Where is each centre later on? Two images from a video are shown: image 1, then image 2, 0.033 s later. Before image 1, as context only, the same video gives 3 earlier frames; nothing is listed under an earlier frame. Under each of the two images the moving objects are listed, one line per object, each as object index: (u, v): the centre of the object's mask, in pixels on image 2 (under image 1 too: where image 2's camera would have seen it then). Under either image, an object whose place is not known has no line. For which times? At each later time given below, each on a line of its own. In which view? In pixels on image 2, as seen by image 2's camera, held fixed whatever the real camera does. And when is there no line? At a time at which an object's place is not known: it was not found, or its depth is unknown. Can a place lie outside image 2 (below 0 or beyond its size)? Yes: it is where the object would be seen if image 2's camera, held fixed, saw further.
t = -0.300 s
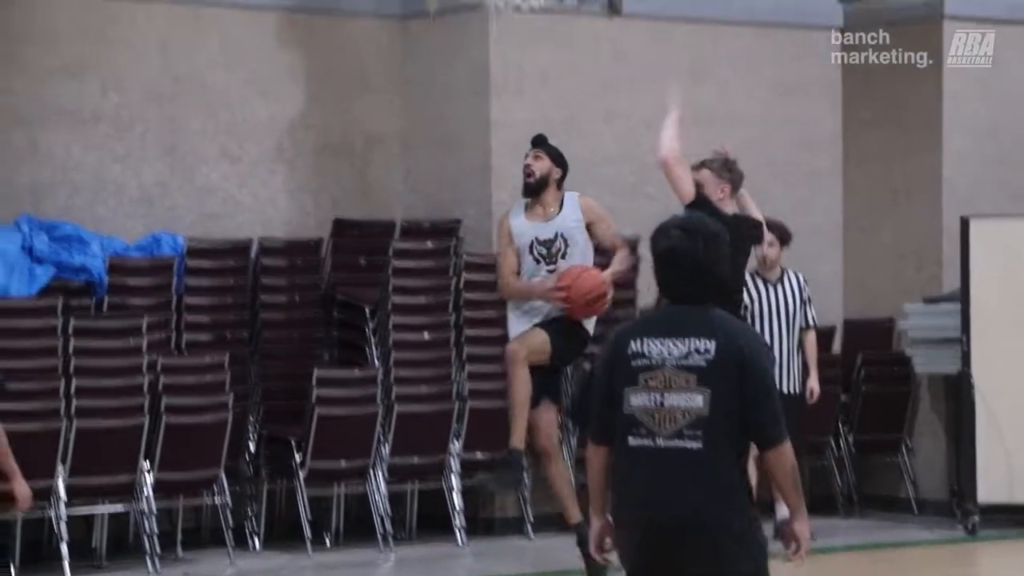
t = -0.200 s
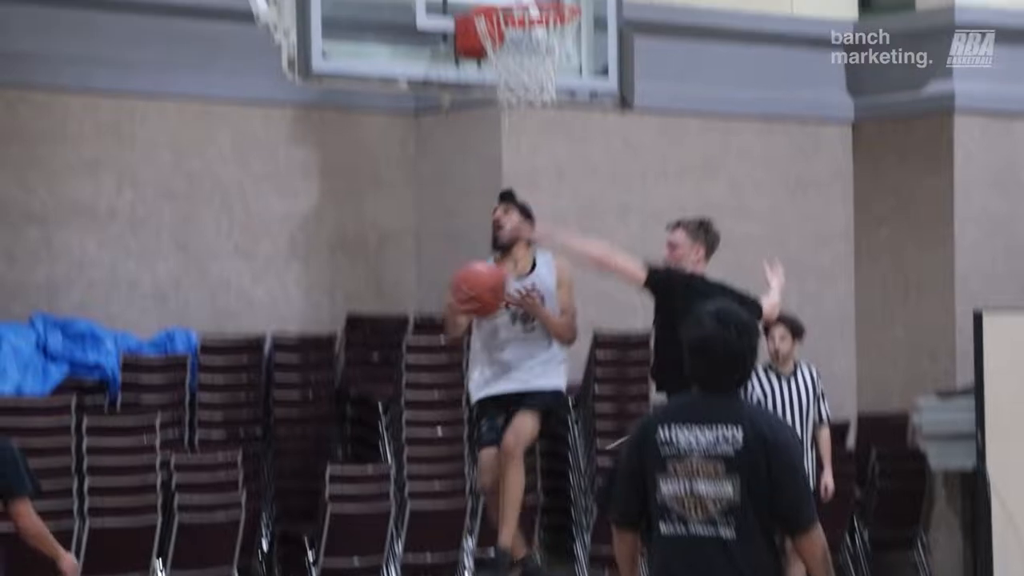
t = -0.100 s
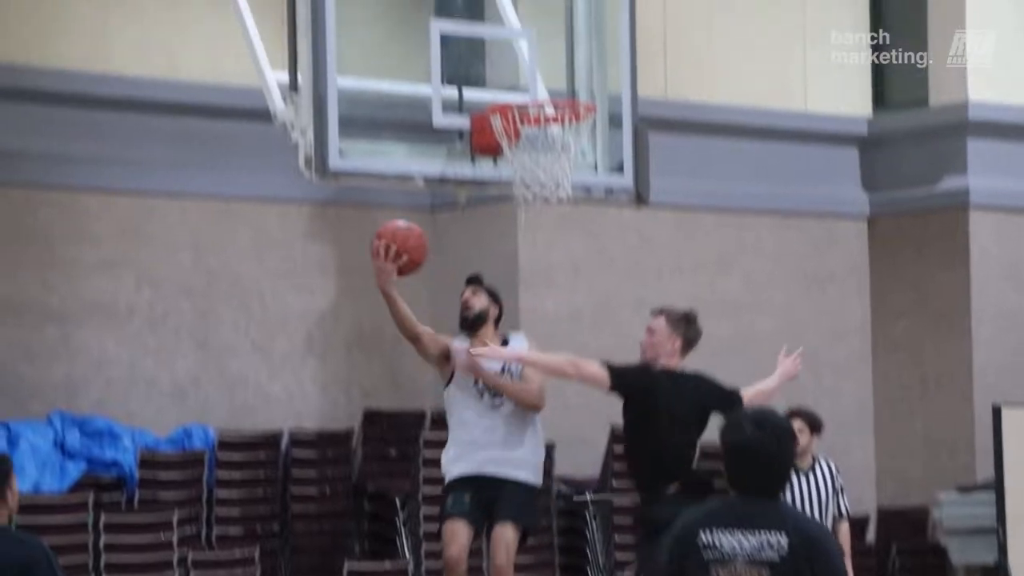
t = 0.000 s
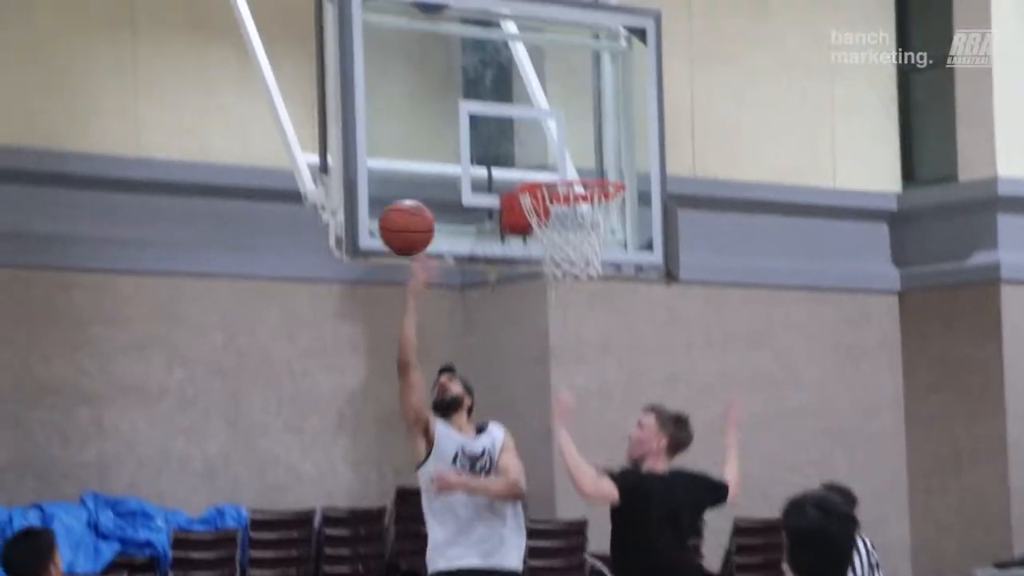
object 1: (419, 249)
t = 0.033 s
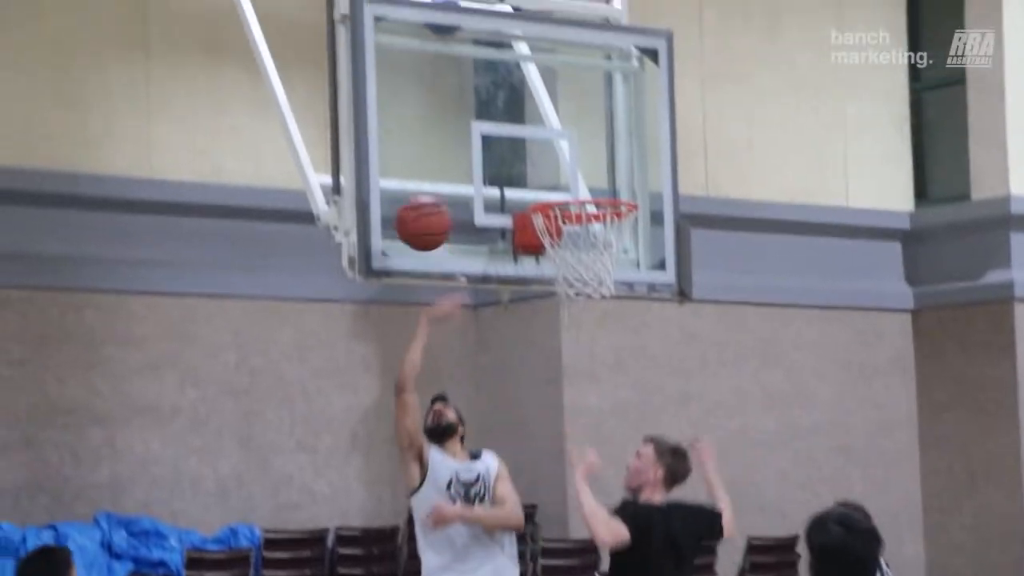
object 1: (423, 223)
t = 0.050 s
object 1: (426, 211)
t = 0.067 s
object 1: (428, 200)
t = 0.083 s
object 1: (430, 191)
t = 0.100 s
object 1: (432, 182)
